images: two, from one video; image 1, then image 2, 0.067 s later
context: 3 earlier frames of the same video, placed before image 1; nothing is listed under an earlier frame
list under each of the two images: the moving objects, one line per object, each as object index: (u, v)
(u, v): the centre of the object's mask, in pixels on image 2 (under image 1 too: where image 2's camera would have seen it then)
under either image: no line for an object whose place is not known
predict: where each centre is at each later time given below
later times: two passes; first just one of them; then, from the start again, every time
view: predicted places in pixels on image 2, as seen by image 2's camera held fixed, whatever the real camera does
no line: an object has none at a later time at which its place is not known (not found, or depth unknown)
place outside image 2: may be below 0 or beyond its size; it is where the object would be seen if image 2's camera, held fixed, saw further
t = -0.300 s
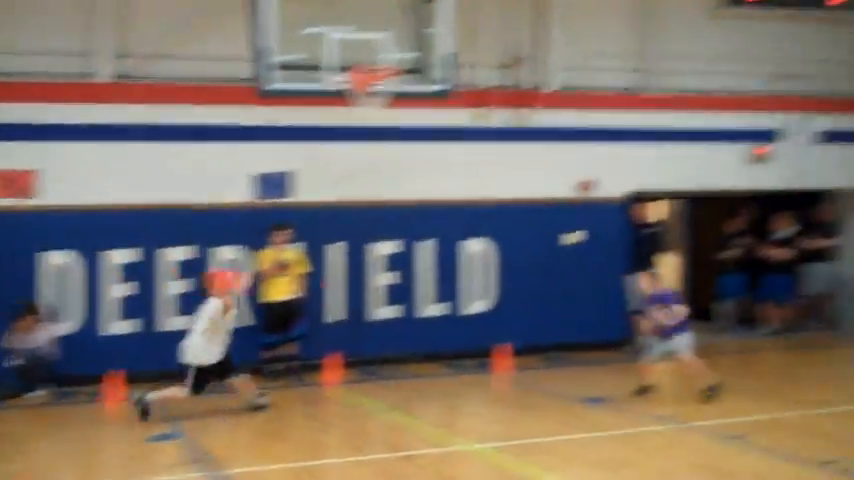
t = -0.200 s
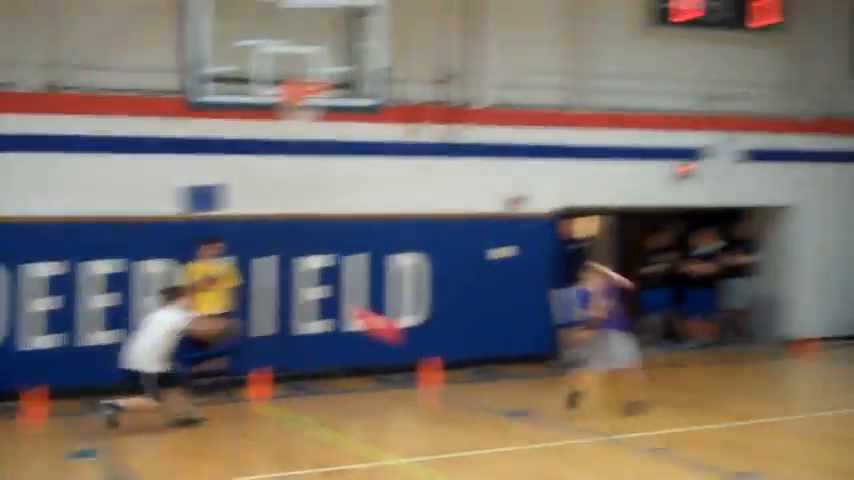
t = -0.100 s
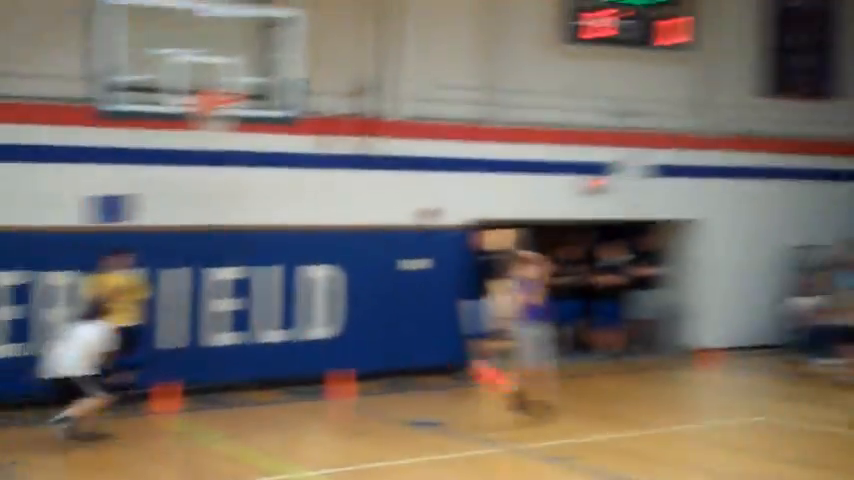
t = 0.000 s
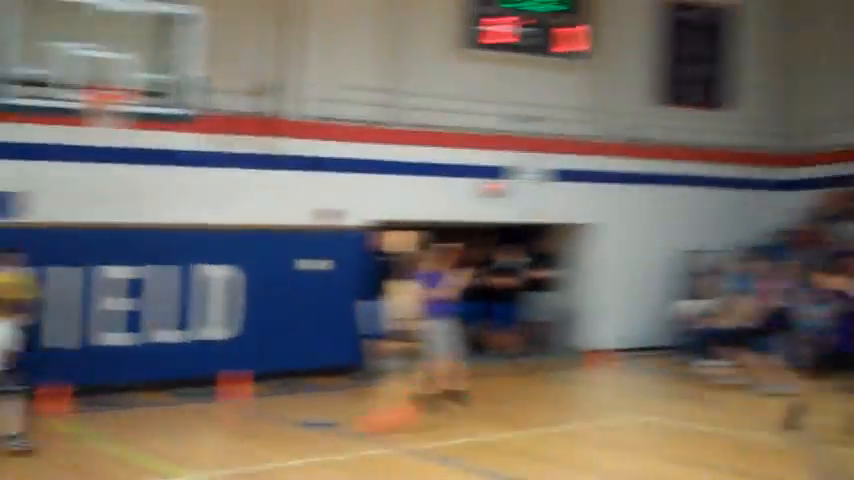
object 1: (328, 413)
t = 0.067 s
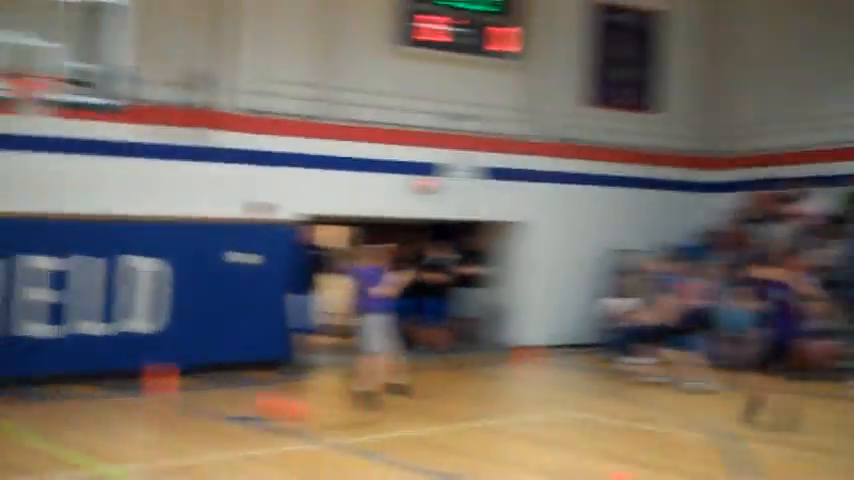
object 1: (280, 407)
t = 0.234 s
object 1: (197, 391)
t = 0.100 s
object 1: (266, 402)
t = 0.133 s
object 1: (253, 397)
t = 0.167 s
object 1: (232, 392)
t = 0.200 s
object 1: (214, 392)
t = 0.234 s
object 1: (197, 391)
